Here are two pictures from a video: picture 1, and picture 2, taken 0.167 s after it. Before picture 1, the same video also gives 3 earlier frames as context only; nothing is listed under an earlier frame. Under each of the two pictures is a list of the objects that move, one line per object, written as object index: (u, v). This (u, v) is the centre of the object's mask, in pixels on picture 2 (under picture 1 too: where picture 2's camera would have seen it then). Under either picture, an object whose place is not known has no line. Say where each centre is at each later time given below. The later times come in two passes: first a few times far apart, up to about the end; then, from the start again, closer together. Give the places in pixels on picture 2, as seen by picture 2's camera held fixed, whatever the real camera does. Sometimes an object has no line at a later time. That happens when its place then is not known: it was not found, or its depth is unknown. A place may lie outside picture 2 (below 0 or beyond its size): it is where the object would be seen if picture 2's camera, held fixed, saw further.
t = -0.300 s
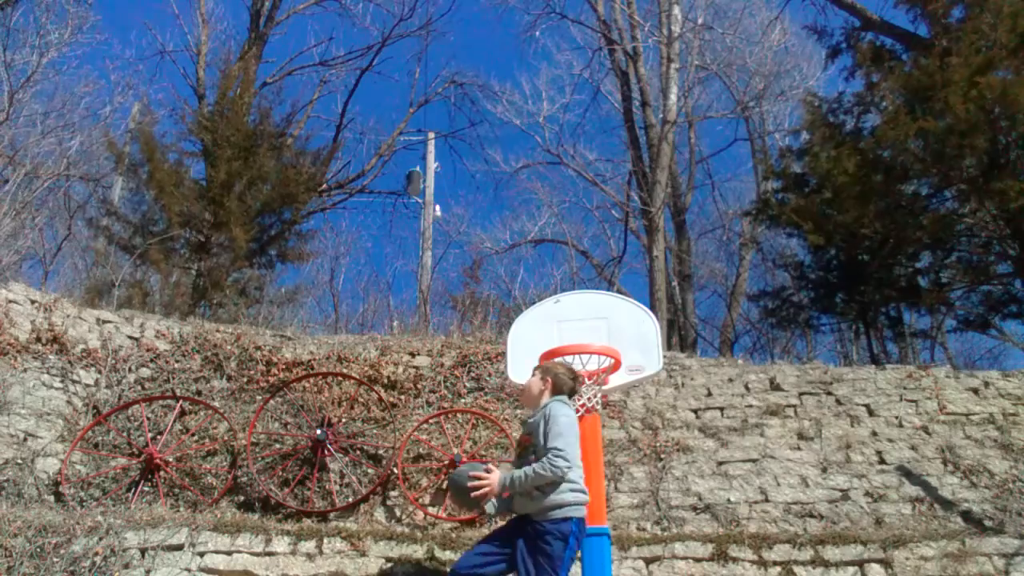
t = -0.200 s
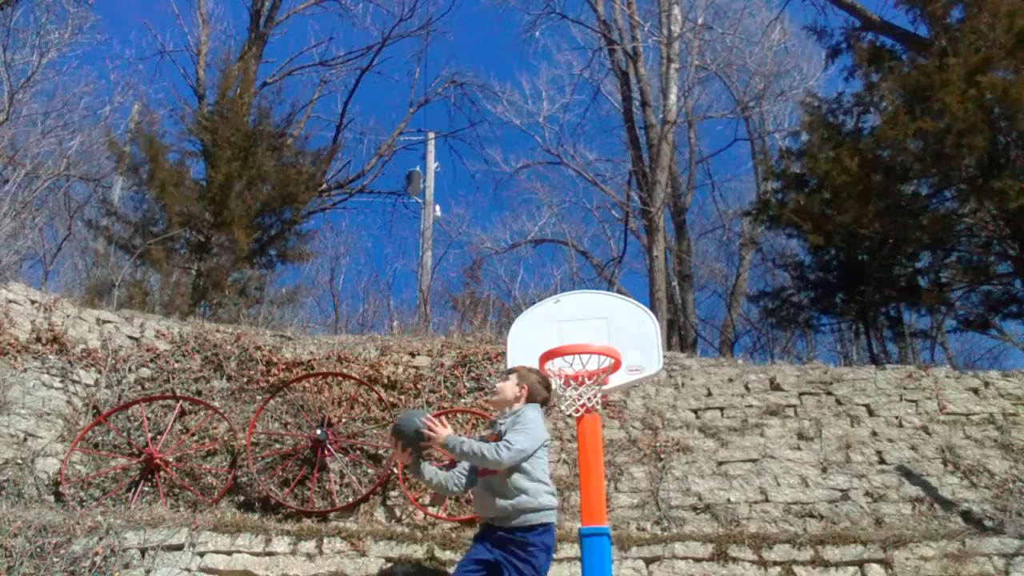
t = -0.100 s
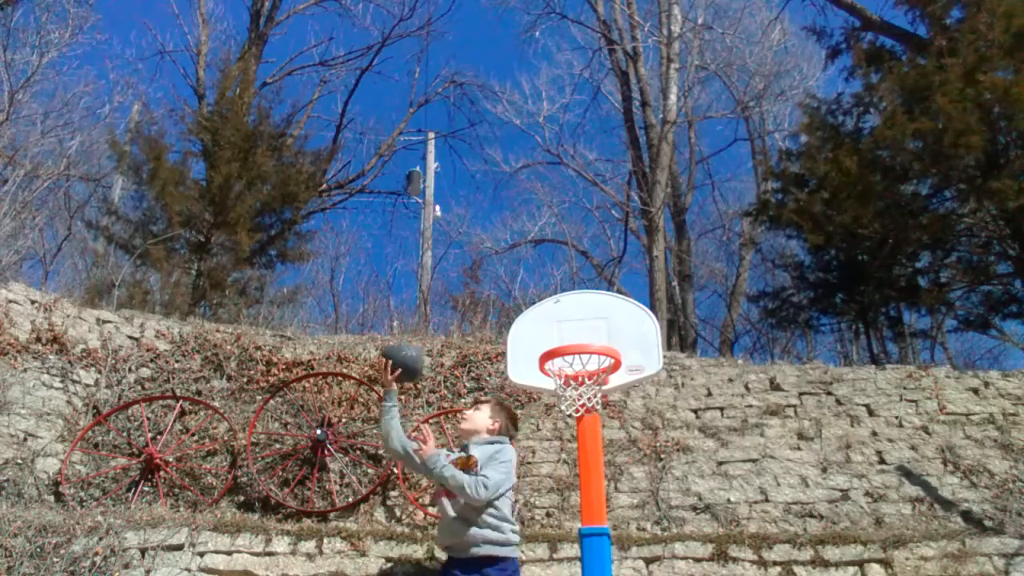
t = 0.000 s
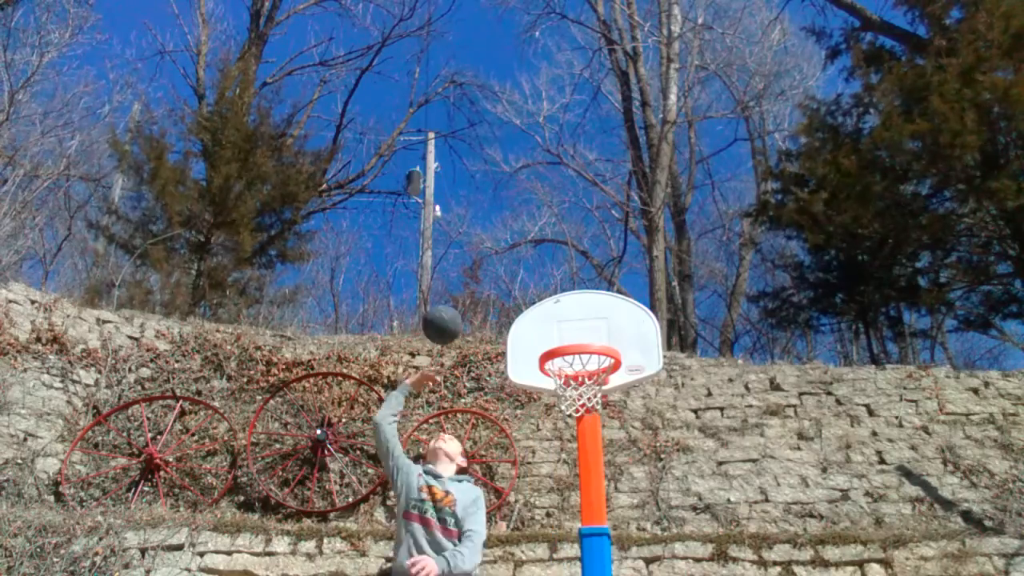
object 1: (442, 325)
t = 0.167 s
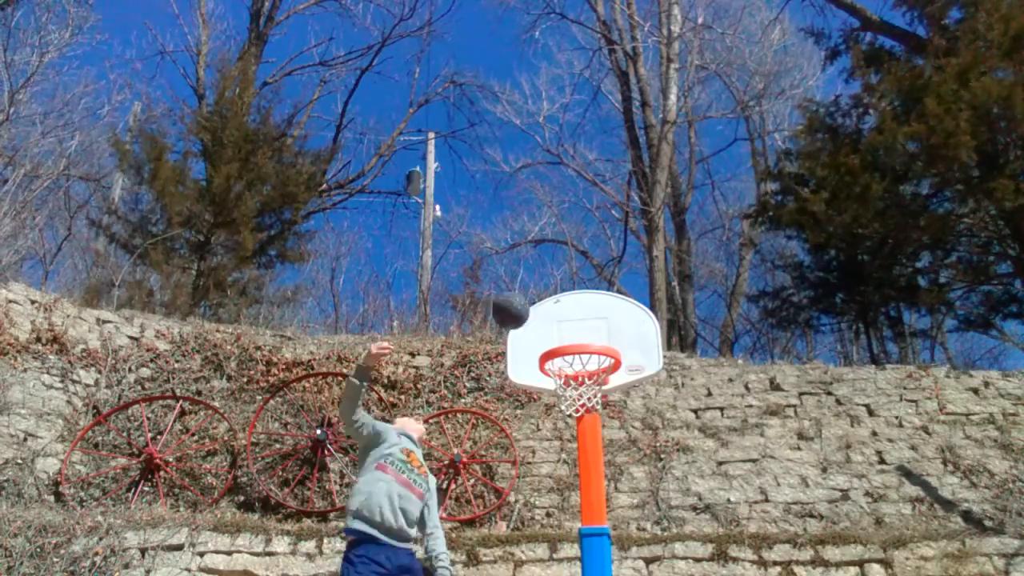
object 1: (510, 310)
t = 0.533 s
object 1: (603, 408)
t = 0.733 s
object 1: (636, 565)
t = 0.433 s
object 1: (584, 367)
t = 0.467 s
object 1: (592, 377)
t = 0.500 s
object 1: (598, 391)
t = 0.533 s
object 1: (603, 408)
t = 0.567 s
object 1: (607, 426)
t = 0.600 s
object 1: (612, 448)
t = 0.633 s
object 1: (617, 475)
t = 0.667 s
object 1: (623, 503)
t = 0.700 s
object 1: (630, 537)
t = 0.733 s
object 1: (636, 565)
